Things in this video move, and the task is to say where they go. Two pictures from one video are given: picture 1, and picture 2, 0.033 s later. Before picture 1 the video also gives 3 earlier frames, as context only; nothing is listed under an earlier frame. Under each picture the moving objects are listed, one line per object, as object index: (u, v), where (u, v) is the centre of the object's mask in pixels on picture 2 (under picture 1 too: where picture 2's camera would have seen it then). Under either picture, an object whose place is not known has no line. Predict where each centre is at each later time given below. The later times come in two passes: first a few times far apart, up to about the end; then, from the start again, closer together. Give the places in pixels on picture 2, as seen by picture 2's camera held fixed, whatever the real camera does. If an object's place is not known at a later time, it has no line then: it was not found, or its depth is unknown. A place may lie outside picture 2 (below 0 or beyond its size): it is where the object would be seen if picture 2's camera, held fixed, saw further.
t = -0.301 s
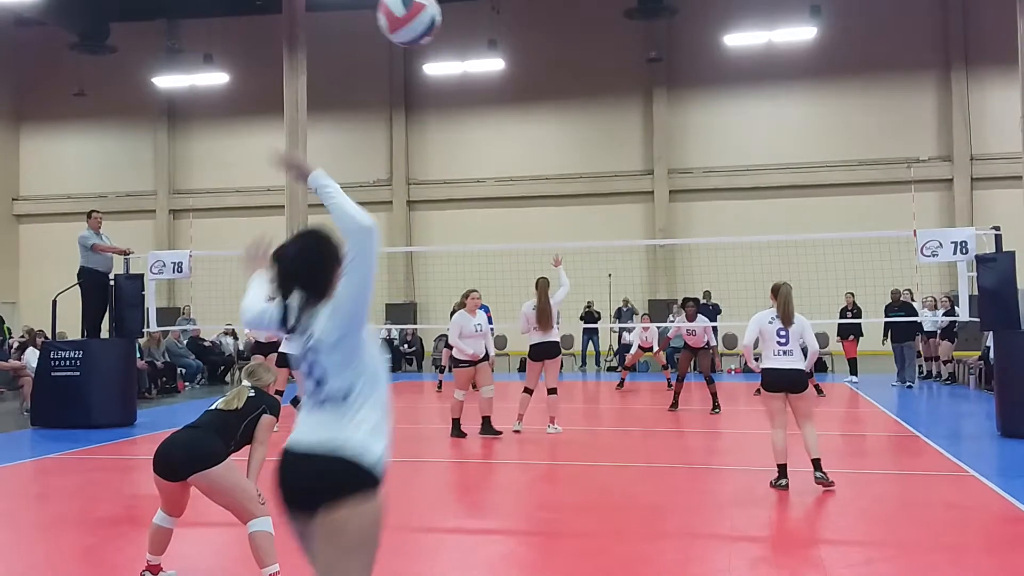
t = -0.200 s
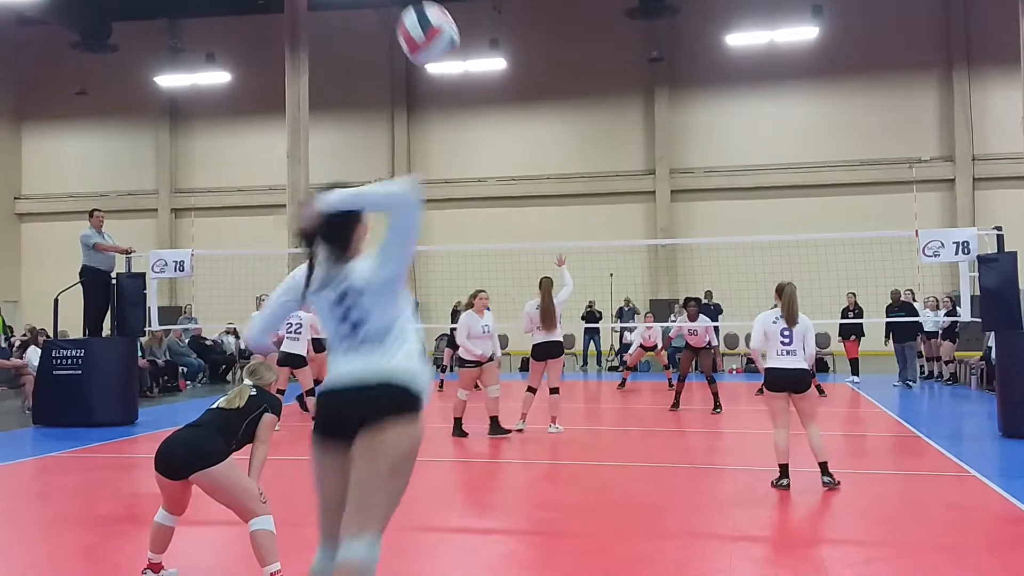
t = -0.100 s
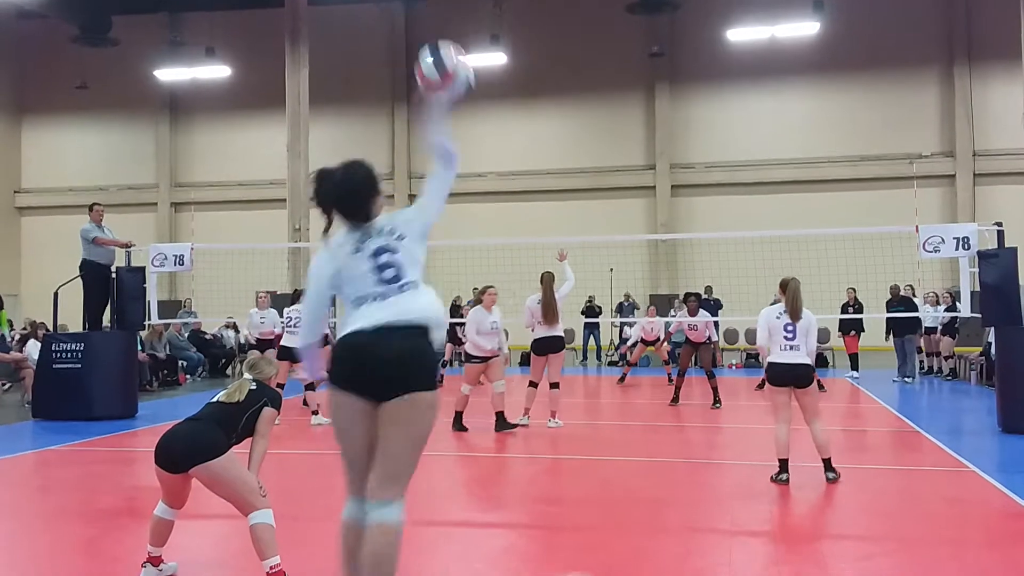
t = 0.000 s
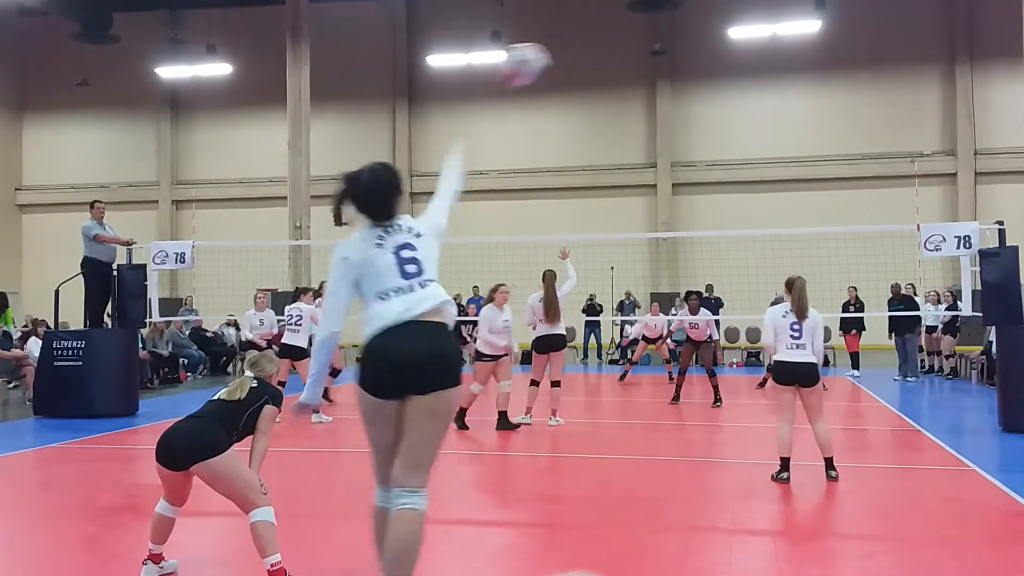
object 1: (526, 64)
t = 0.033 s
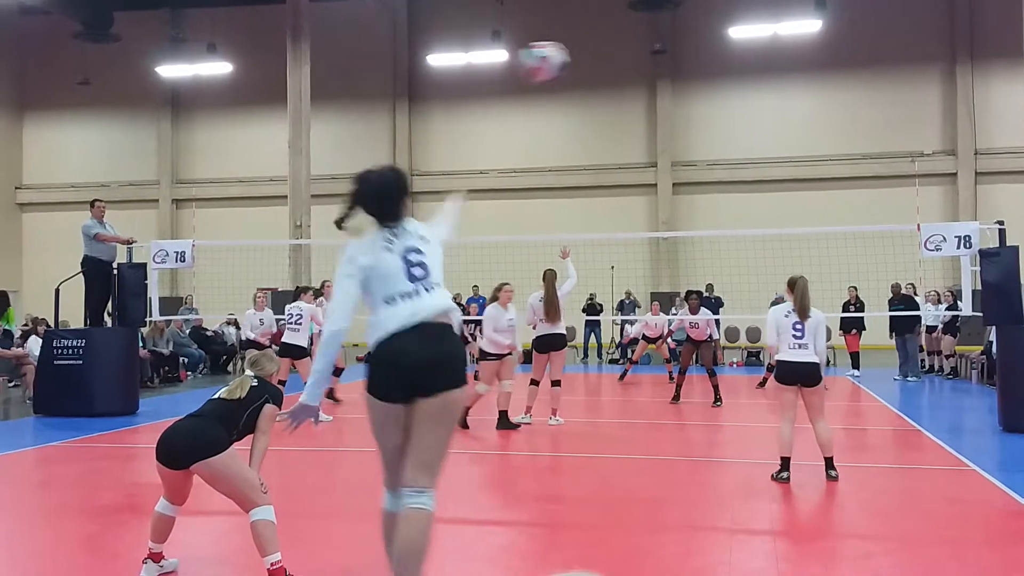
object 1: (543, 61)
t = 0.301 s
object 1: (627, 82)
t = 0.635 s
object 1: (660, 150)
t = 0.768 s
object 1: (667, 183)
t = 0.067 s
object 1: (560, 60)
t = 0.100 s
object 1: (574, 60)
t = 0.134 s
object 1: (587, 61)
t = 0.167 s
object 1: (597, 64)
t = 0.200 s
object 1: (606, 68)
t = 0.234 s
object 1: (614, 72)
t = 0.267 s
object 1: (621, 77)
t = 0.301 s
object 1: (627, 82)
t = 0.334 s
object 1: (632, 88)
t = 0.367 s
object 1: (637, 94)
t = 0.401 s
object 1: (641, 100)
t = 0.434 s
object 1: (646, 106)
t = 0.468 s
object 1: (647, 113)
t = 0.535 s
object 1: (653, 127)
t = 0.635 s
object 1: (660, 150)
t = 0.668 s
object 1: (662, 157)
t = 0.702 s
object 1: (664, 165)
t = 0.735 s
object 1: (666, 173)
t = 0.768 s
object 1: (667, 183)
